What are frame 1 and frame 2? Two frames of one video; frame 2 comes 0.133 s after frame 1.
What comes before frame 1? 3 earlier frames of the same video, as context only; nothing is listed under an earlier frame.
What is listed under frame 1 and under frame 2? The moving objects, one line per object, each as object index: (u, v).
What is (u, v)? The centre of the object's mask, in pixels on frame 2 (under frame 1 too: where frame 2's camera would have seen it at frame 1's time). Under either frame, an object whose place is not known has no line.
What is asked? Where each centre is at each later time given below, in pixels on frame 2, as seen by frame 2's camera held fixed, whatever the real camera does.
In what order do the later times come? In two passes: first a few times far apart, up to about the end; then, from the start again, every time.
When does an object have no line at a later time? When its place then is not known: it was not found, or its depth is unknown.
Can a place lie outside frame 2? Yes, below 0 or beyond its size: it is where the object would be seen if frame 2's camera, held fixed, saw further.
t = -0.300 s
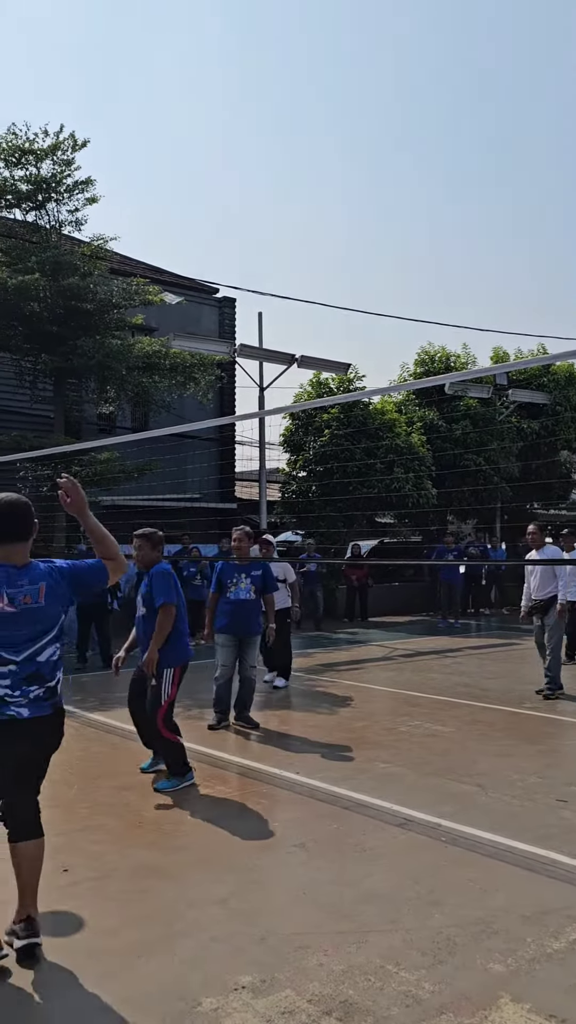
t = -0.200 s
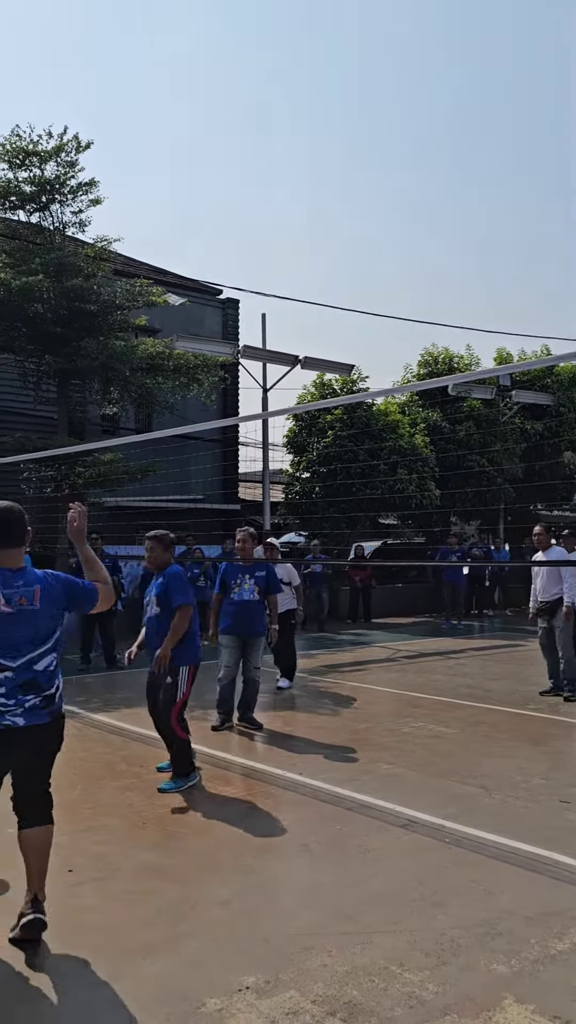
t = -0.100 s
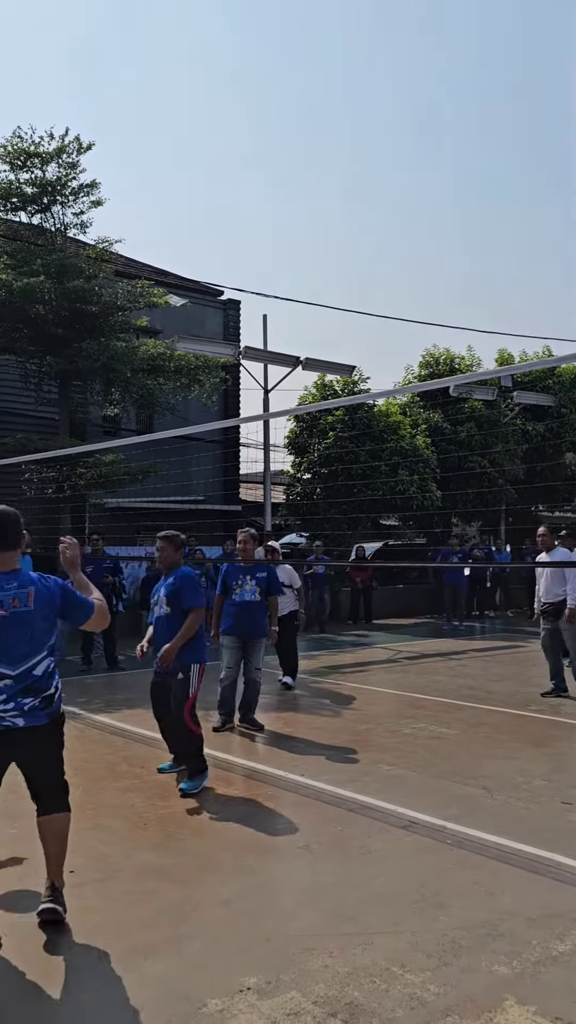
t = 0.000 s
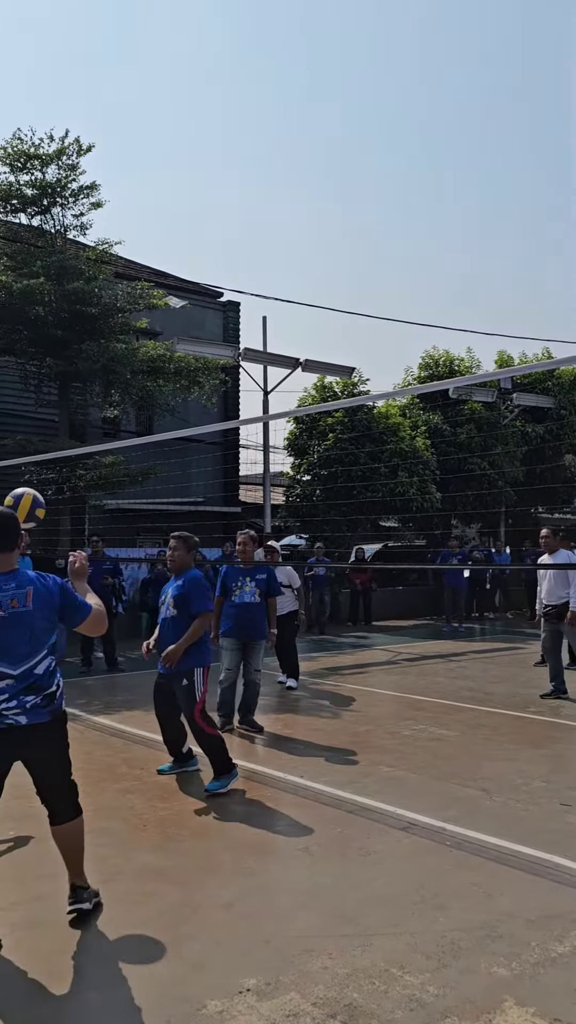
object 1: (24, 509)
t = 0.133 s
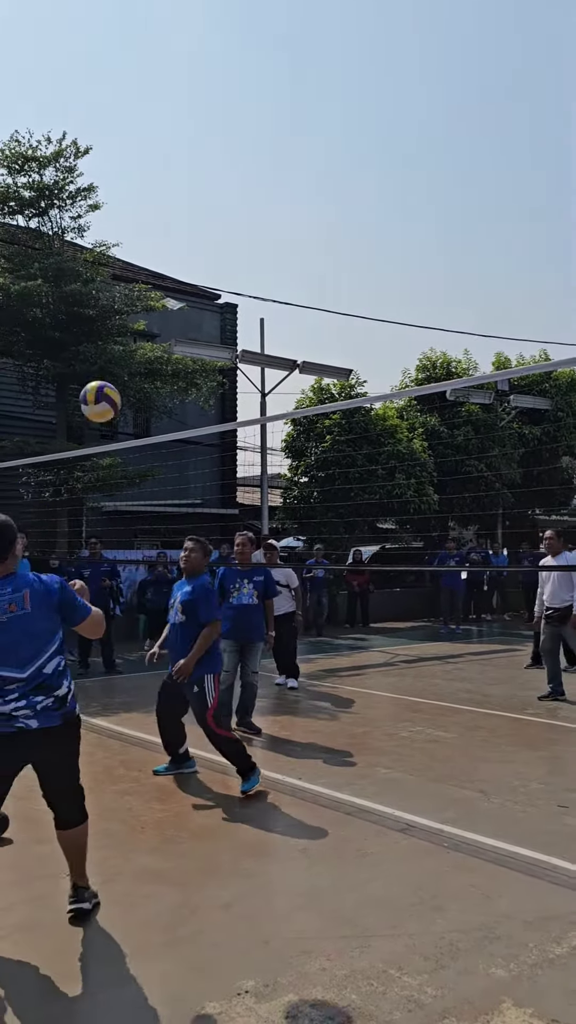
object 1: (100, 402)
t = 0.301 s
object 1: (197, 310)
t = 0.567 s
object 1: (351, 269)
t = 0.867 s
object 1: (532, 389)
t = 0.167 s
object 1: (120, 380)
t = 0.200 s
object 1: (138, 359)
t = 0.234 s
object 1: (158, 340)
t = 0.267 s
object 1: (177, 323)
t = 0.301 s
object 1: (197, 310)
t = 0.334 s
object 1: (216, 298)
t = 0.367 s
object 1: (235, 287)
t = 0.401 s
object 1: (255, 278)
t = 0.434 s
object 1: (274, 273)
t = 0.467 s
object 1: (293, 269)
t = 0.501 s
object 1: (312, 267)
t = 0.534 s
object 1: (331, 267)
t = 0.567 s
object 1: (351, 269)
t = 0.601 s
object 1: (371, 273)
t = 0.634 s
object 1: (390, 280)
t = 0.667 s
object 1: (410, 289)
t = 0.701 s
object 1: (430, 300)
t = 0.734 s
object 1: (451, 313)
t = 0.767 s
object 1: (471, 328)
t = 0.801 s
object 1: (492, 347)
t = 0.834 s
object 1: (512, 368)
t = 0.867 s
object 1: (532, 389)
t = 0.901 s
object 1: (553, 415)
